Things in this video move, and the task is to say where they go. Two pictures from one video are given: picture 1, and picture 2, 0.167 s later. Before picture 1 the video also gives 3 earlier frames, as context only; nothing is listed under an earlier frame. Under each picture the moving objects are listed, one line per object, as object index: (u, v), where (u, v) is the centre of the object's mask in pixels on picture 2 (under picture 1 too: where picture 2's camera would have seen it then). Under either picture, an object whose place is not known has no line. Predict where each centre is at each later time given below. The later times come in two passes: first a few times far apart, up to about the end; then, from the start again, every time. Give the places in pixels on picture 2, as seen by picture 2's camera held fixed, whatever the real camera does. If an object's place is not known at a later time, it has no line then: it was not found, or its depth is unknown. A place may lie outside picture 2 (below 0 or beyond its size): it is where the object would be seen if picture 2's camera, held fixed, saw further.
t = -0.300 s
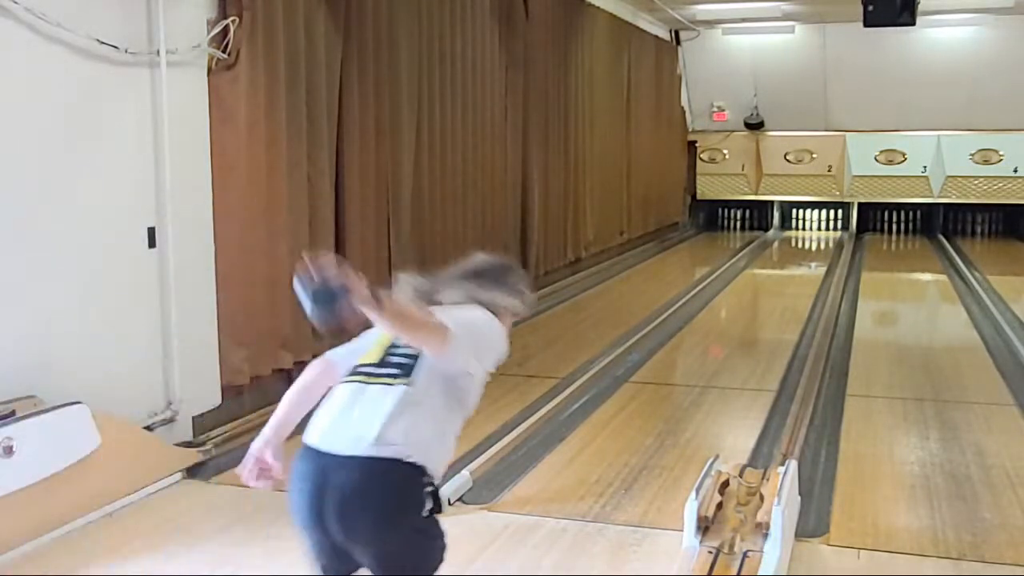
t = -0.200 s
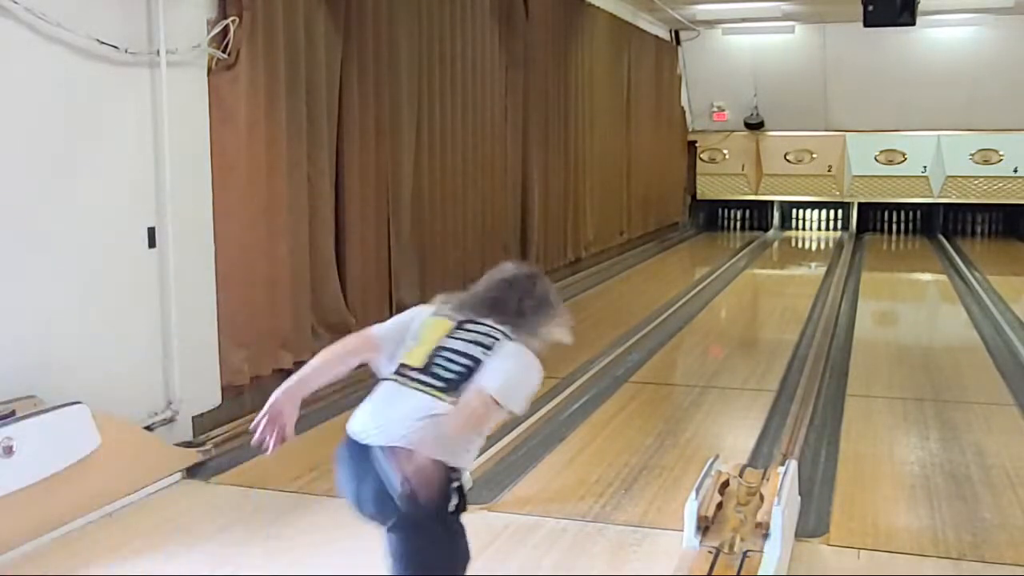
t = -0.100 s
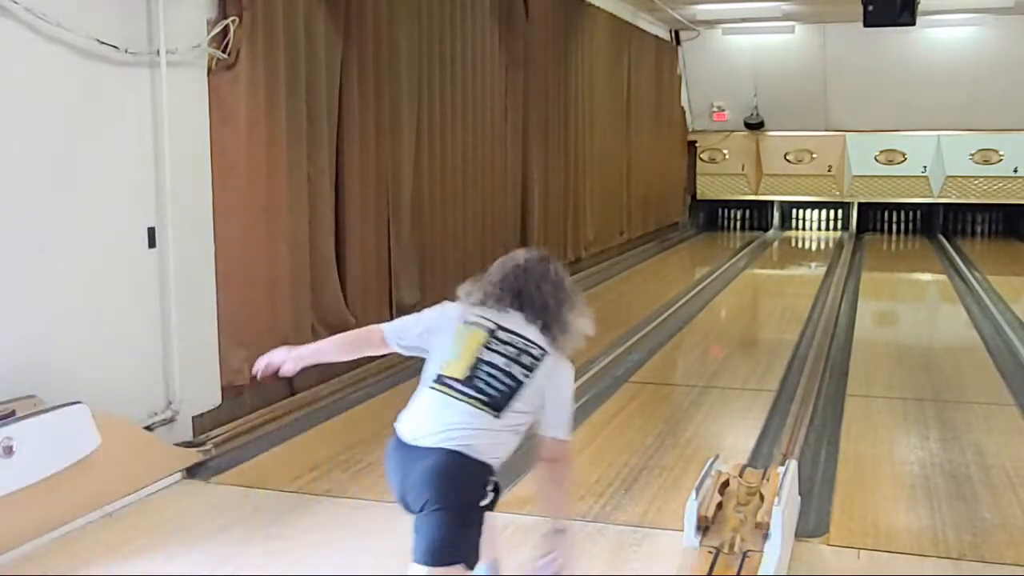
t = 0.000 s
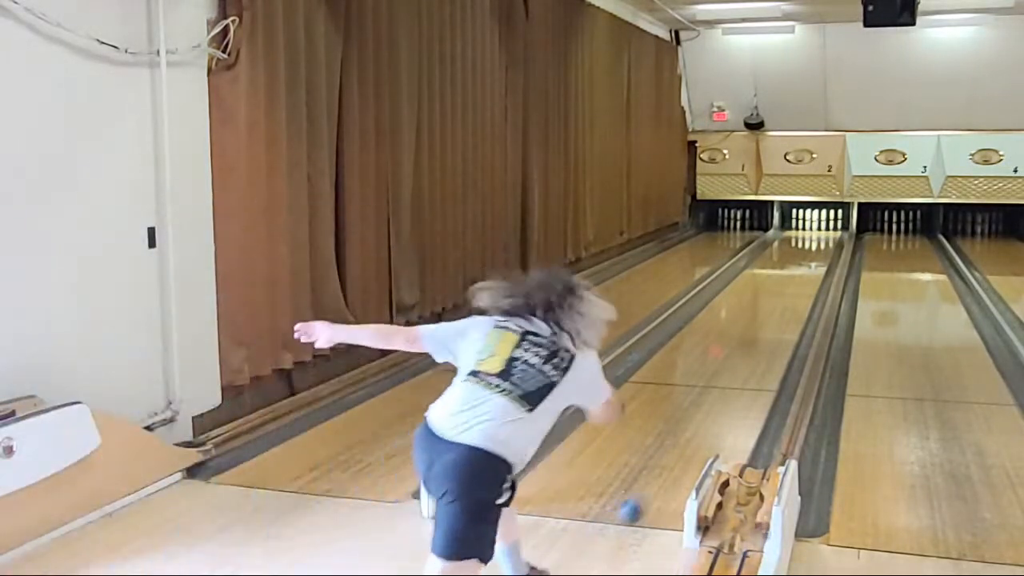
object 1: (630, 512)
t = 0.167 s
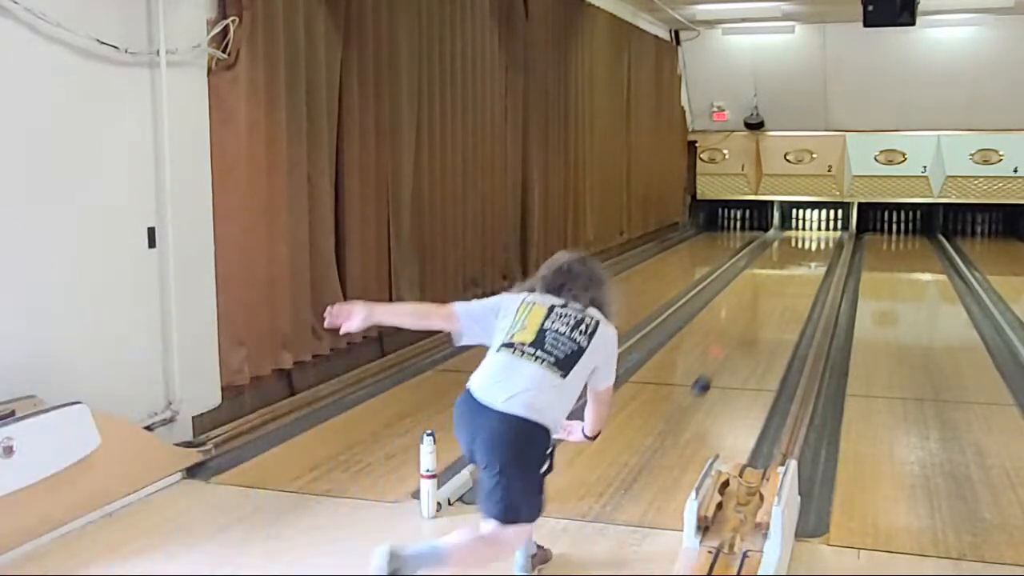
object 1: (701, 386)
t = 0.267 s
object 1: (725, 356)
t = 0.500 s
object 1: (761, 308)
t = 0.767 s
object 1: (782, 272)
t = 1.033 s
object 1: (795, 250)
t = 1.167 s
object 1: (797, 242)
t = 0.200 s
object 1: (711, 373)
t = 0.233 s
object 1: (719, 364)
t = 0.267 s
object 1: (725, 356)
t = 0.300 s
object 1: (732, 351)
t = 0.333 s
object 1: (738, 344)
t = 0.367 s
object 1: (743, 333)
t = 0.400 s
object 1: (748, 325)
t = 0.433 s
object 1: (753, 318)
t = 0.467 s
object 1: (757, 313)
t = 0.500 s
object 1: (761, 308)
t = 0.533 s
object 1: (764, 302)
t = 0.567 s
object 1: (767, 297)
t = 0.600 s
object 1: (770, 292)
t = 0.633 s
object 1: (773, 287)
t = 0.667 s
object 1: (776, 282)
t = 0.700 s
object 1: (778, 280)
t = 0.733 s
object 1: (780, 275)
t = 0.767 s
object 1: (782, 272)
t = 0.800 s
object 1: (784, 269)
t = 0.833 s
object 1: (786, 266)
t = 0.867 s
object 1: (788, 263)
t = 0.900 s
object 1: (790, 260)
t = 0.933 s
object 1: (791, 257)
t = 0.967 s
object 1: (793, 254)
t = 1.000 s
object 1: (794, 252)
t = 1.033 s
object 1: (795, 250)
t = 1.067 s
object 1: (796, 247)
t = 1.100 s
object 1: (797, 245)
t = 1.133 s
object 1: (797, 242)
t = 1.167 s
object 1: (797, 242)
